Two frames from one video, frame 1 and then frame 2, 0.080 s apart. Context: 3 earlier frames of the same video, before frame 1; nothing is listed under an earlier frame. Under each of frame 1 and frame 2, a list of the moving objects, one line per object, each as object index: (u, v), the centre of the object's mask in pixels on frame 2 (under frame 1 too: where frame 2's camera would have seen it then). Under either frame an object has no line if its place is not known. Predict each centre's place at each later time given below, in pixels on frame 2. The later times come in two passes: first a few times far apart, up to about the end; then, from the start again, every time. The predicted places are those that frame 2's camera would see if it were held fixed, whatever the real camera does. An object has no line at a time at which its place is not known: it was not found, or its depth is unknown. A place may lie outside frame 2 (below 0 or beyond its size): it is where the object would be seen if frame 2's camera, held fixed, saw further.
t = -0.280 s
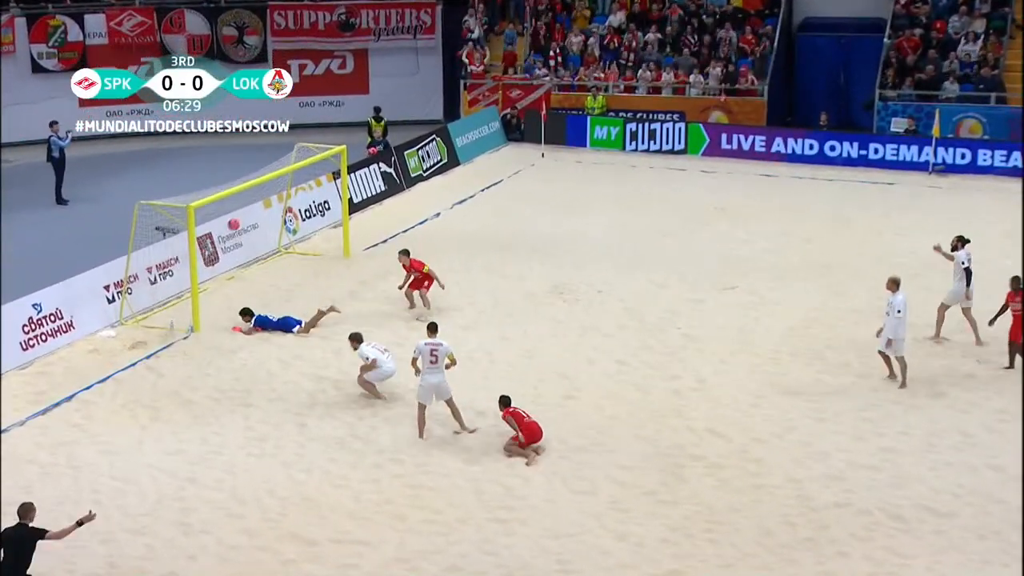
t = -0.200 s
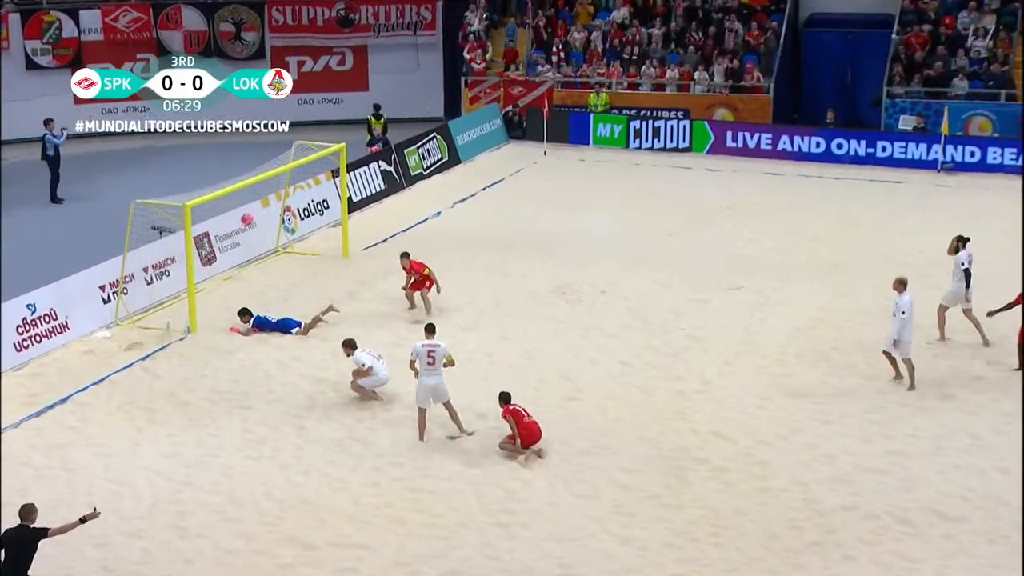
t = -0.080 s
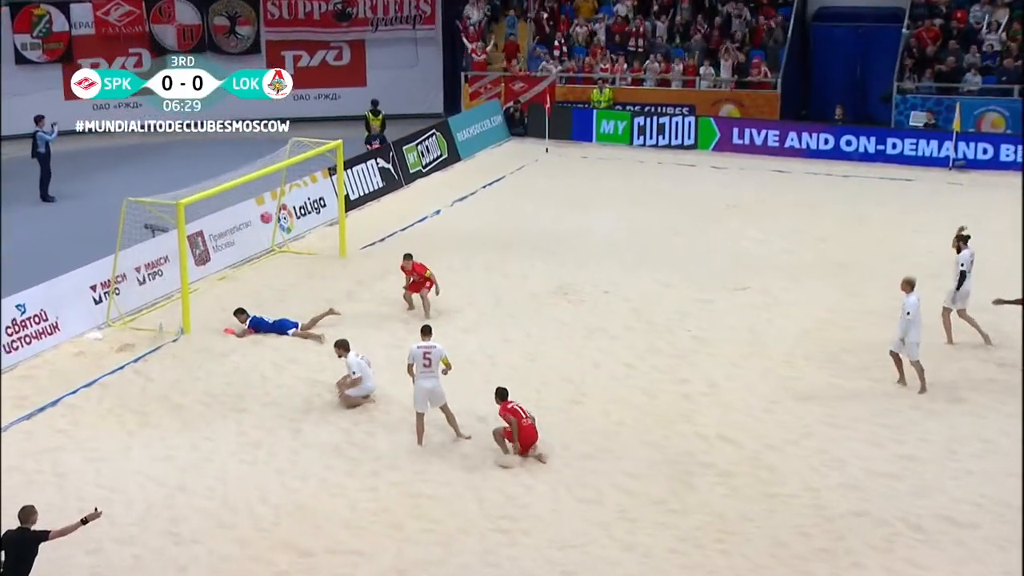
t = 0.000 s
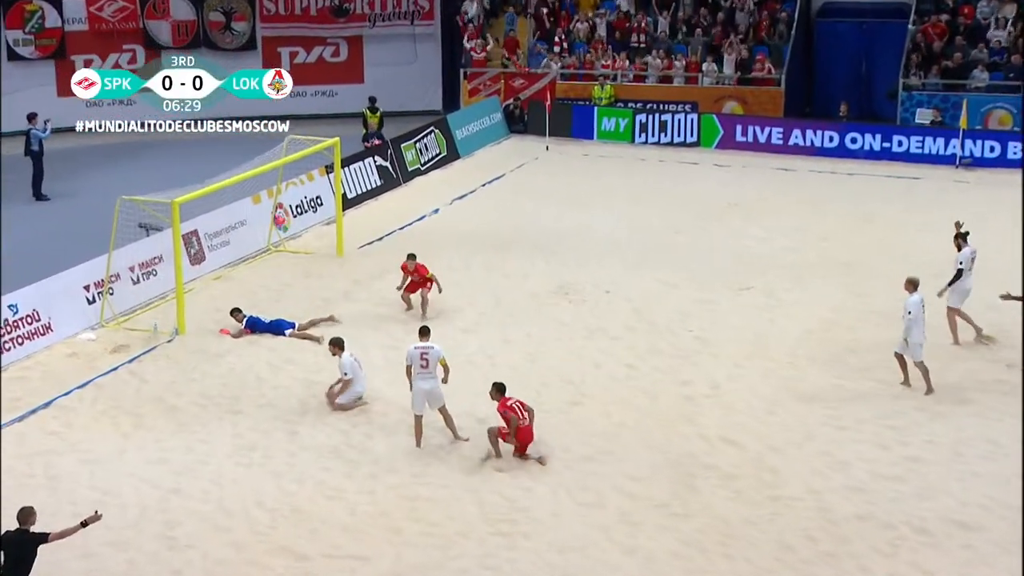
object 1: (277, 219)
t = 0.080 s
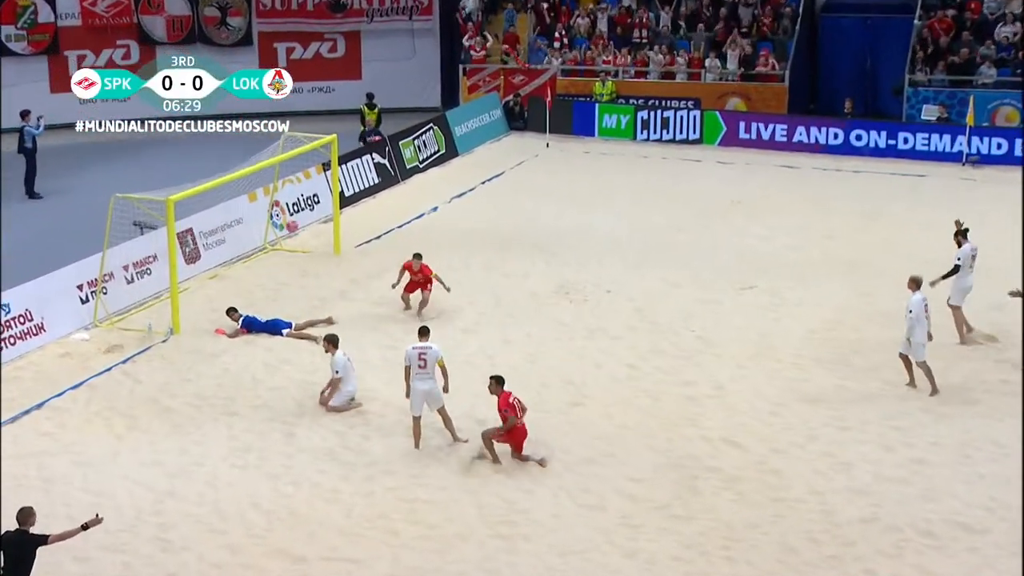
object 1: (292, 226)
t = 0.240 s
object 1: (323, 250)
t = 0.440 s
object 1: (361, 290)
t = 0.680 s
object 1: (383, 286)
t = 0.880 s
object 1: (398, 283)
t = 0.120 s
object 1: (300, 231)
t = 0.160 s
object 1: (307, 236)
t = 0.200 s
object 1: (315, 243)
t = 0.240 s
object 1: (323, 250)
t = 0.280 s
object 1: (331, 258)
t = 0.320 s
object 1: (339, 267)
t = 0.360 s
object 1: (347, 277)
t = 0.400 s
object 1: (355, 287)
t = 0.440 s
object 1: (361, 290)
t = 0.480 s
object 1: (365, 287)
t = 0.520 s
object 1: (369, 286)
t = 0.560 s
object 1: (373, 285)
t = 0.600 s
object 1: (376, 285)
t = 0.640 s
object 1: (380, 286)
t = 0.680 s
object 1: (383, 286)
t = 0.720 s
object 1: (386, 285)
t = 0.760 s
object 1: (389, 285)
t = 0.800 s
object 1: (392, 284)
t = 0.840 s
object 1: (395, 283)
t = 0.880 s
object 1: (398, 283)
